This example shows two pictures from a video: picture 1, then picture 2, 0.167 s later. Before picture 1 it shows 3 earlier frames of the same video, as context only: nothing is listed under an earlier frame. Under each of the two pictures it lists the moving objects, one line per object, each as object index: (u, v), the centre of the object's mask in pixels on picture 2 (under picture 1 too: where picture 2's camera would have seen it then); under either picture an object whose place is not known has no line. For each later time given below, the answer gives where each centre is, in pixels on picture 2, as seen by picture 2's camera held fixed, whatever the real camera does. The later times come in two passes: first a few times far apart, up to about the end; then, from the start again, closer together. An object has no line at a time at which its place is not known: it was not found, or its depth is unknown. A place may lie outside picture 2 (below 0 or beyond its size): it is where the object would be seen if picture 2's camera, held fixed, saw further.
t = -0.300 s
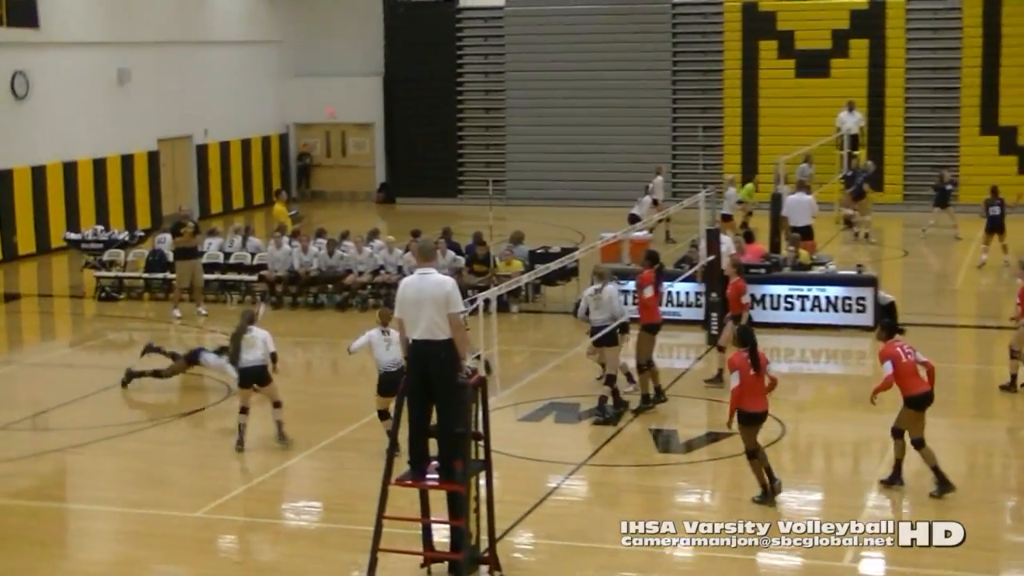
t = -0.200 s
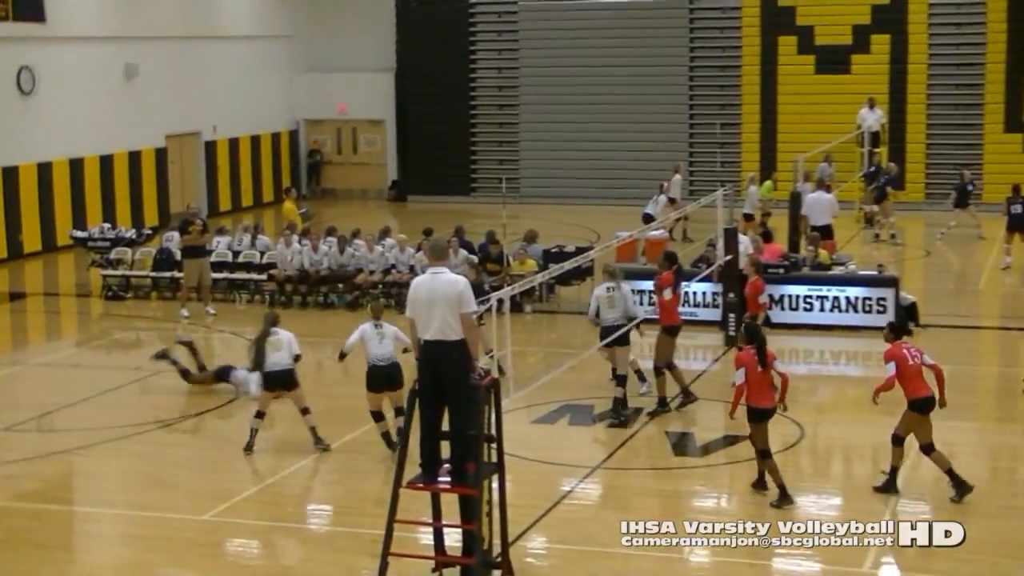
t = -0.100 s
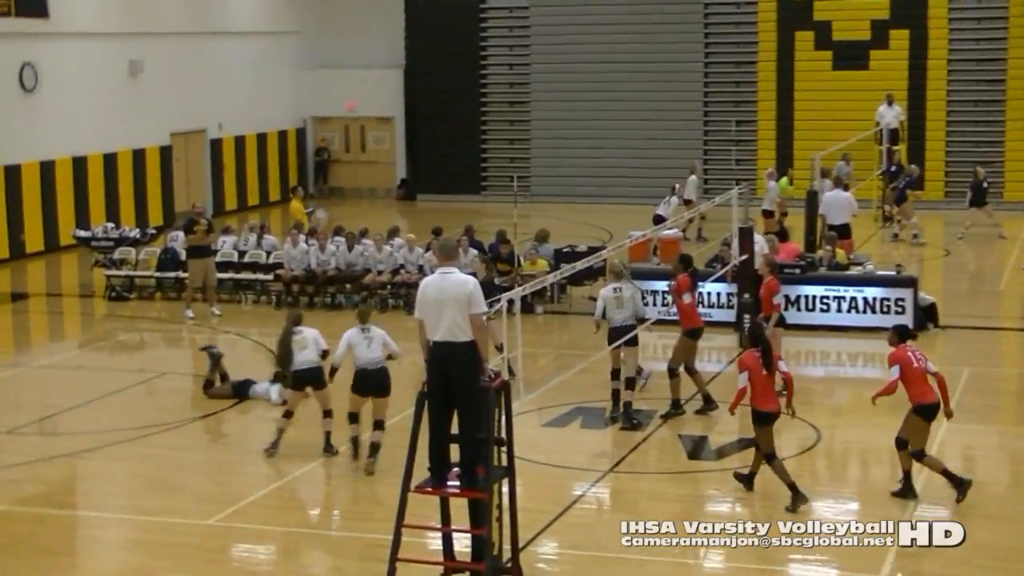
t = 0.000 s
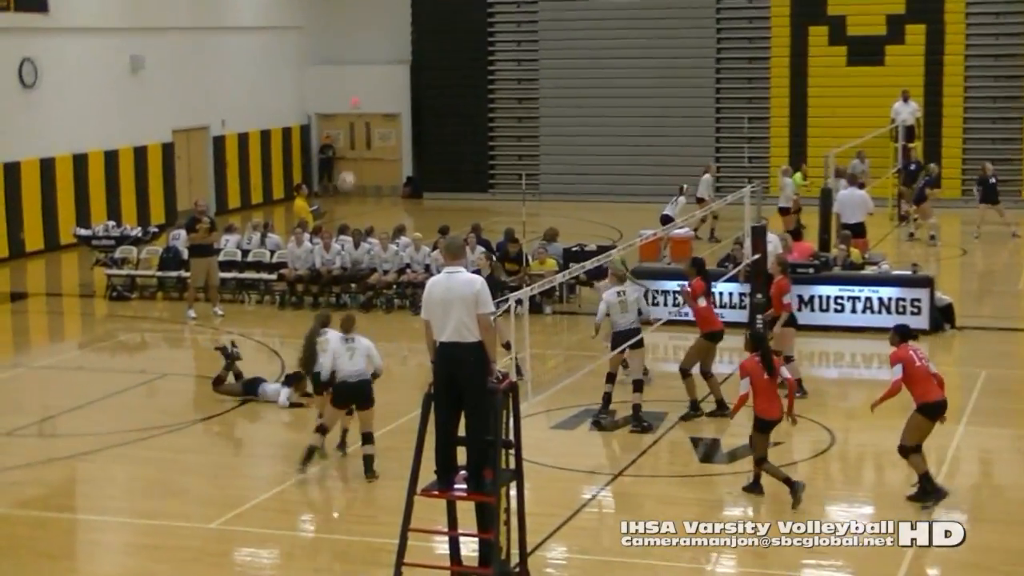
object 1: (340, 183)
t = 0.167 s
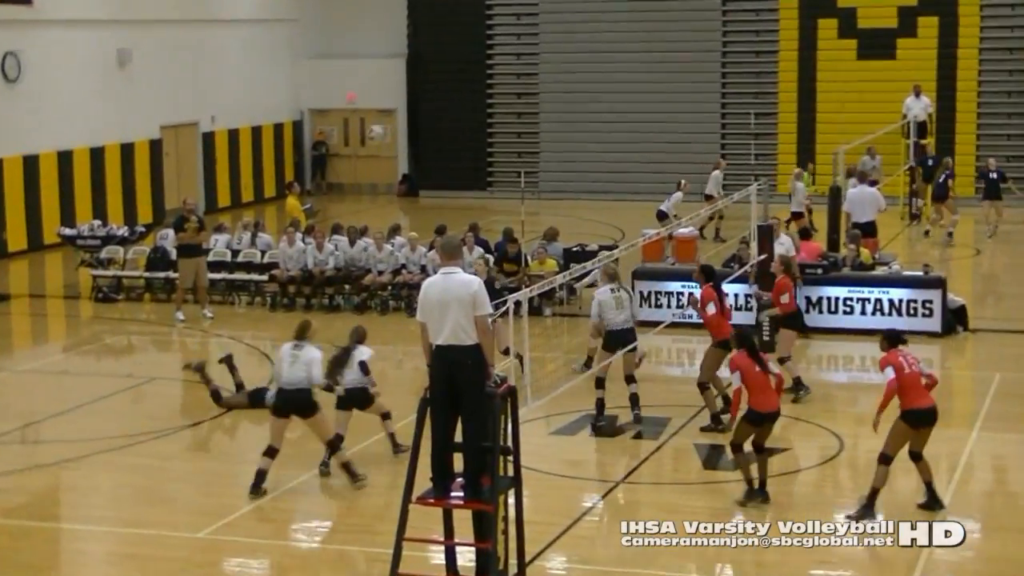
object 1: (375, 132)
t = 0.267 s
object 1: (398, 114)
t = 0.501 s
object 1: (447, 106)
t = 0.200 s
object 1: (383, 123)
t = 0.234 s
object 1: (388, 118)
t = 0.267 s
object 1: (398, 114)
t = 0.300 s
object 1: (404, 110)
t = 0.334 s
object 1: (412, 108)
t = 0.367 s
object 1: (418, 106)
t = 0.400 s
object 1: (426, 104)
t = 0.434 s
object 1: (434, 104)
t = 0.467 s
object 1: (441, 104)
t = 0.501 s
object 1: (447, 106)
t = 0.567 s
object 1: (459, 112)
